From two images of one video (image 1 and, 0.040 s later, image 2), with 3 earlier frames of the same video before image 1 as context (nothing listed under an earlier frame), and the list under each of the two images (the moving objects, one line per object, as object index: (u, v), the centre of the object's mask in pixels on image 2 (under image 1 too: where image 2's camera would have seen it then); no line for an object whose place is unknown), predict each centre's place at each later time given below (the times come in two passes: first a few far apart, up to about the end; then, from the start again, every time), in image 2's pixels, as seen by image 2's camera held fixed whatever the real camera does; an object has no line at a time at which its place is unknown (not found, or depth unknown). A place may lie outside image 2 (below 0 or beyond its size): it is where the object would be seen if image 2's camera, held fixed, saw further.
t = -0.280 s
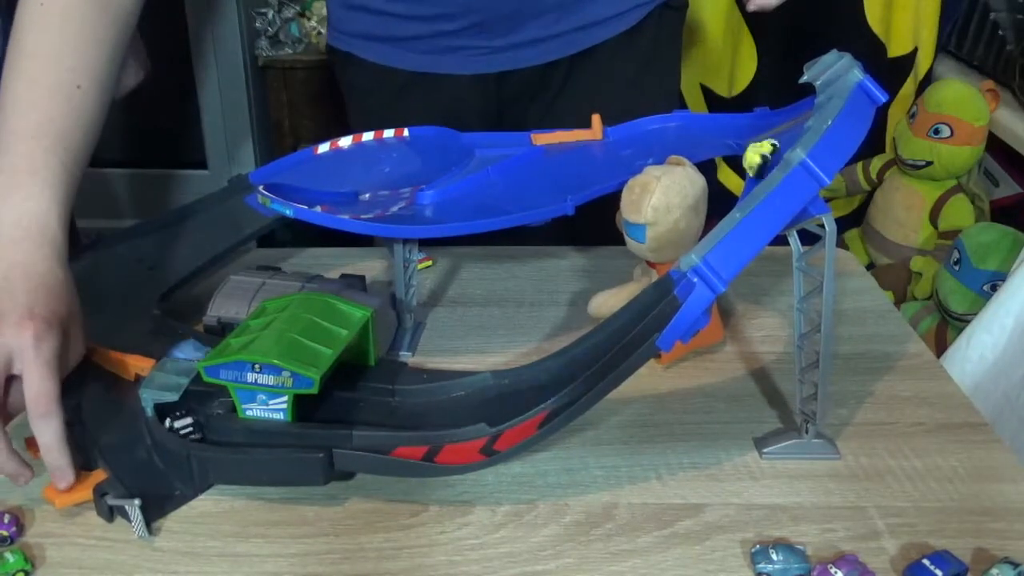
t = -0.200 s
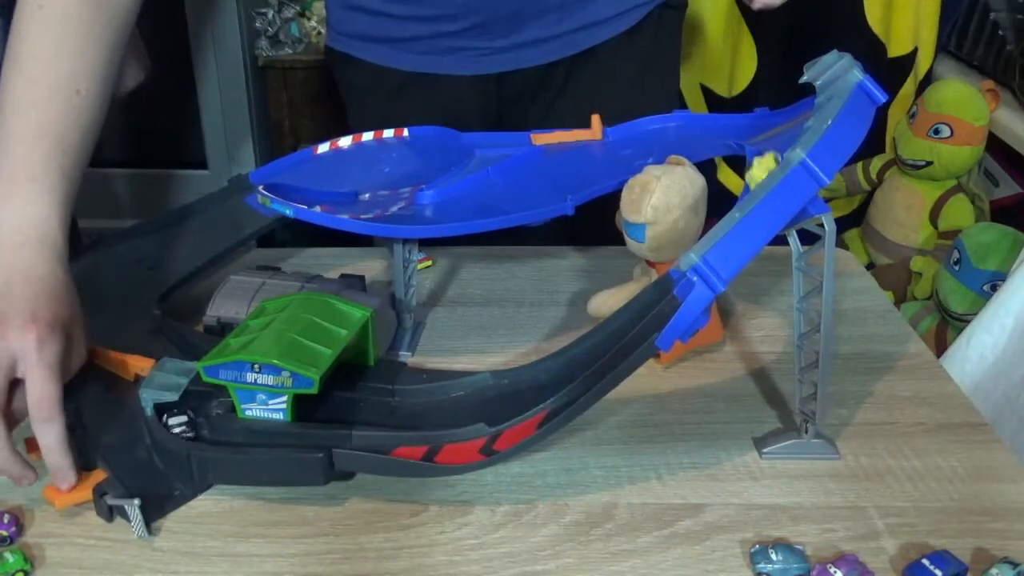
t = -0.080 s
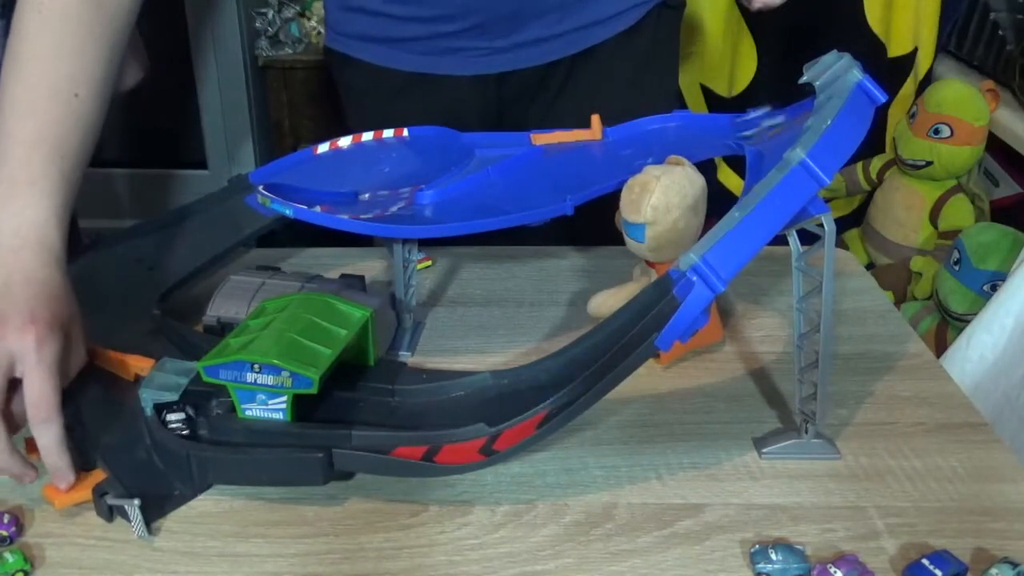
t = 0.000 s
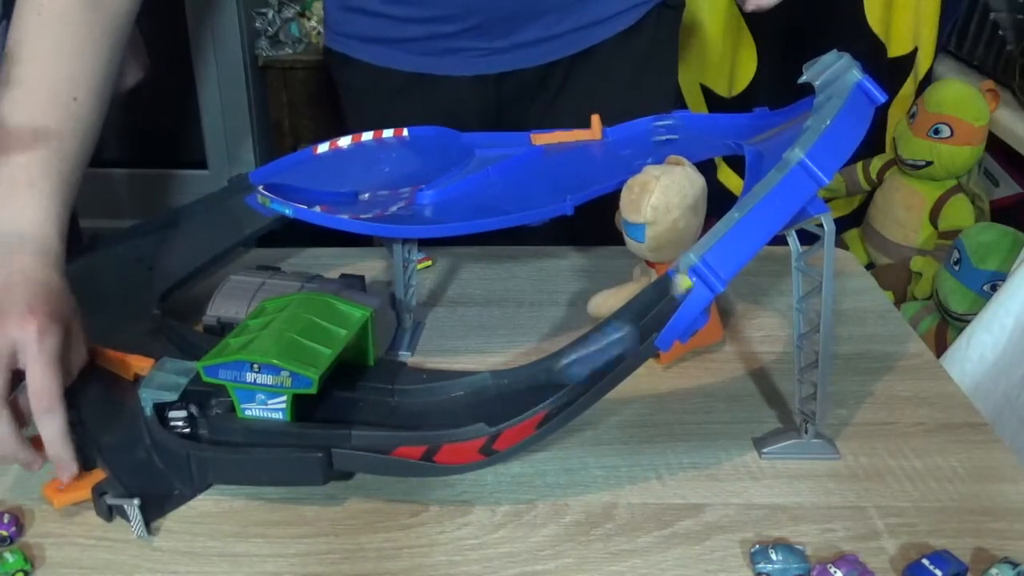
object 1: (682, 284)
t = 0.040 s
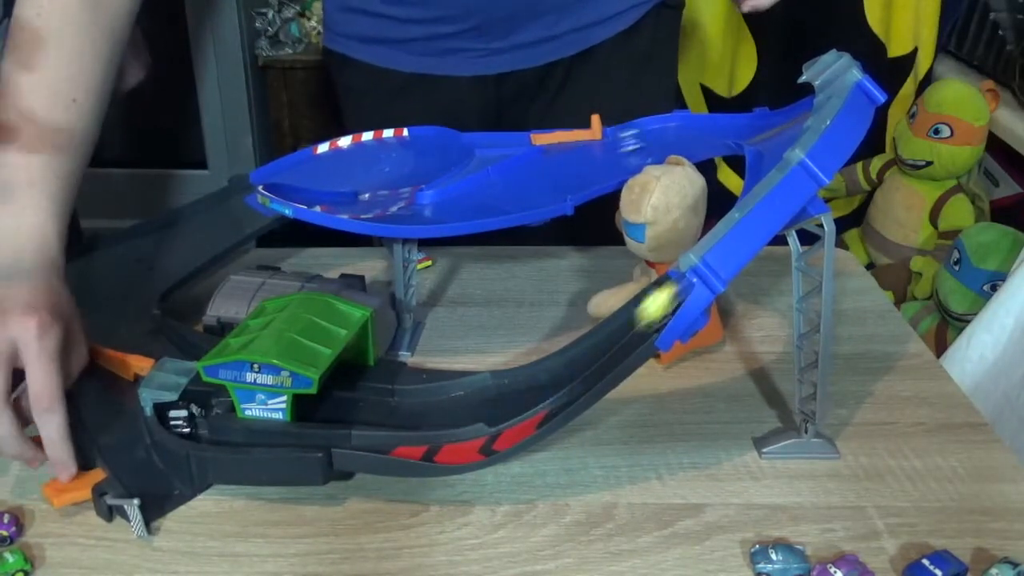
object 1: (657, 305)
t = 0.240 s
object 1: (413, 449)
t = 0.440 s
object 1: (296, 439)
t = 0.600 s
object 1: (213, 436)
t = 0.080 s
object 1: (618, 343)
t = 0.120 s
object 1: (565, 385)
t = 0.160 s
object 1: (508, 418)
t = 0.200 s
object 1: (457, 442)
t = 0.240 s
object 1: (413, 449)
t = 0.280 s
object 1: (382, 445)
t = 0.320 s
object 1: (358, 439)
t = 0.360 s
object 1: (337, 438)
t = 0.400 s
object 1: (318, 438)
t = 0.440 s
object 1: (296, 439)
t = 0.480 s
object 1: (275, 440)
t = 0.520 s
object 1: (254, 439)
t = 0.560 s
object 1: (234, 438)
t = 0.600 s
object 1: (213, 436)
